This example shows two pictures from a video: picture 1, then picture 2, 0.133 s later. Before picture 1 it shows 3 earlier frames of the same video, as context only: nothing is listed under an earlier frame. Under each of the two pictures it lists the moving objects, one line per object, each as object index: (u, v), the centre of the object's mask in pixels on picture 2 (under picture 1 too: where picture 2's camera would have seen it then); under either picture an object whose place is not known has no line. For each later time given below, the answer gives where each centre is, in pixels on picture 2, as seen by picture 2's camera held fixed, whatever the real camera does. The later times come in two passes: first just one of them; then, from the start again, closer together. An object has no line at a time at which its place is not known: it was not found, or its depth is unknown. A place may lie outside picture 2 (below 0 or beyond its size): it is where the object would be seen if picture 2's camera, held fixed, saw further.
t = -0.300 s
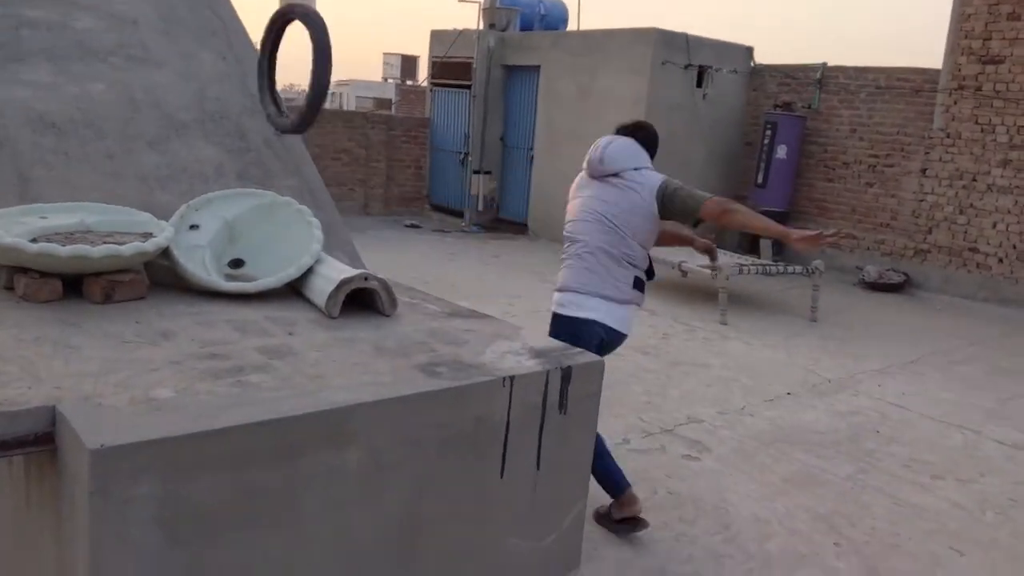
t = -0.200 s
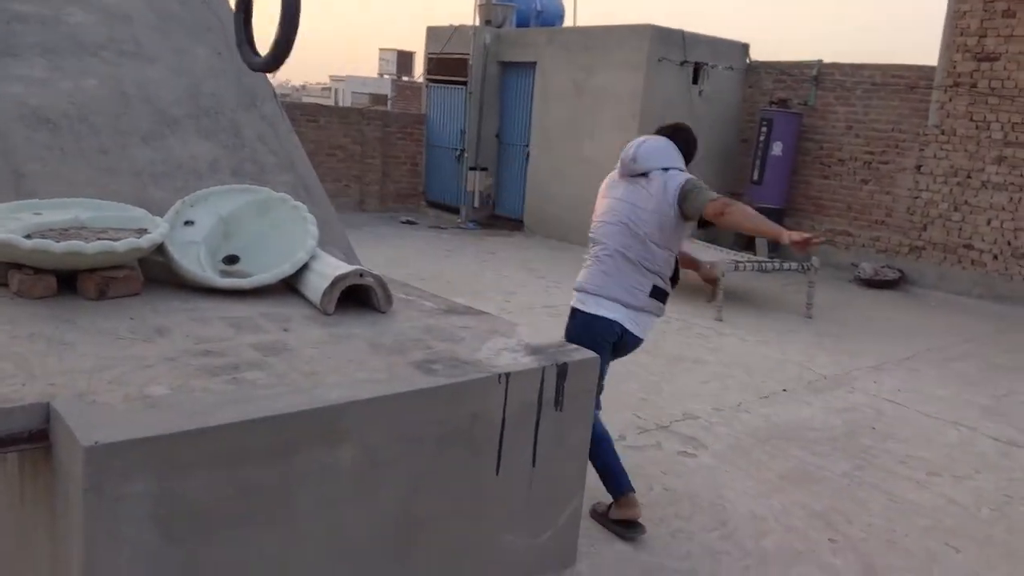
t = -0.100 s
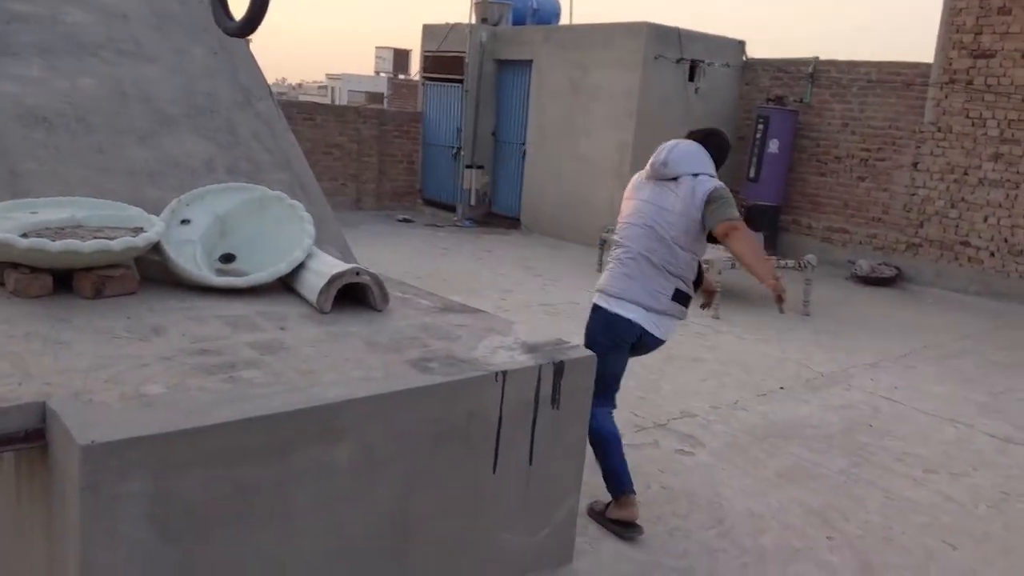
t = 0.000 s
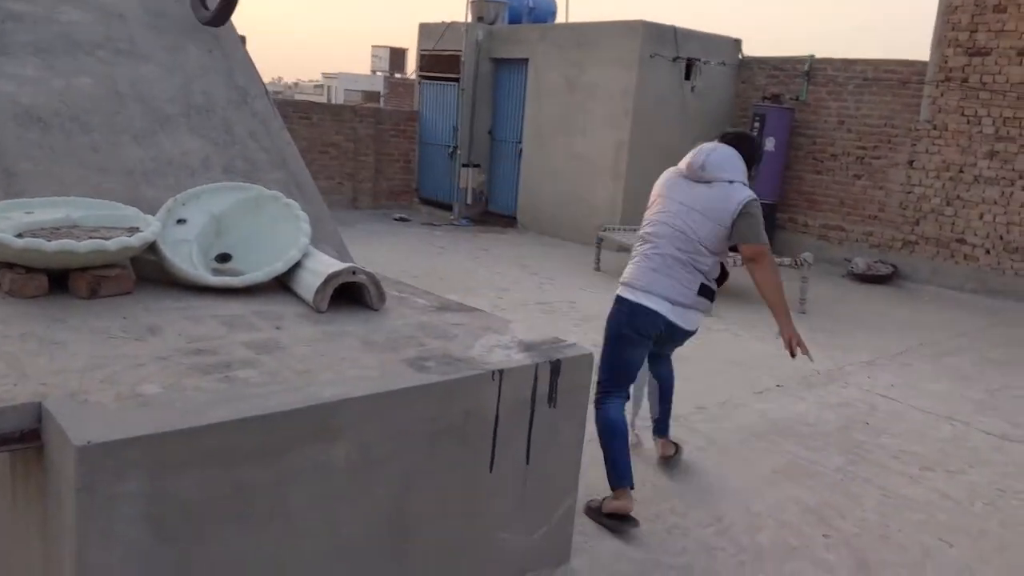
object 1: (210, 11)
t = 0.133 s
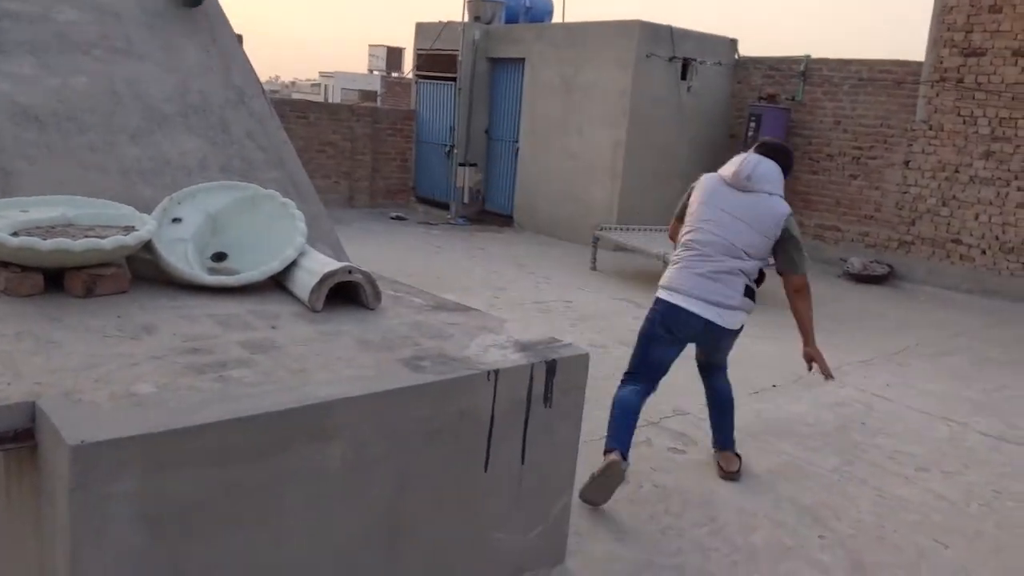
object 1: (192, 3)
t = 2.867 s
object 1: (608, 276)
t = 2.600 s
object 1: (482, 267)
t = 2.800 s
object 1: (575, 265)
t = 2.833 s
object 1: (592, 268)
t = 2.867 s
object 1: (608, 276)
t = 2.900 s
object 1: (625, 288)
